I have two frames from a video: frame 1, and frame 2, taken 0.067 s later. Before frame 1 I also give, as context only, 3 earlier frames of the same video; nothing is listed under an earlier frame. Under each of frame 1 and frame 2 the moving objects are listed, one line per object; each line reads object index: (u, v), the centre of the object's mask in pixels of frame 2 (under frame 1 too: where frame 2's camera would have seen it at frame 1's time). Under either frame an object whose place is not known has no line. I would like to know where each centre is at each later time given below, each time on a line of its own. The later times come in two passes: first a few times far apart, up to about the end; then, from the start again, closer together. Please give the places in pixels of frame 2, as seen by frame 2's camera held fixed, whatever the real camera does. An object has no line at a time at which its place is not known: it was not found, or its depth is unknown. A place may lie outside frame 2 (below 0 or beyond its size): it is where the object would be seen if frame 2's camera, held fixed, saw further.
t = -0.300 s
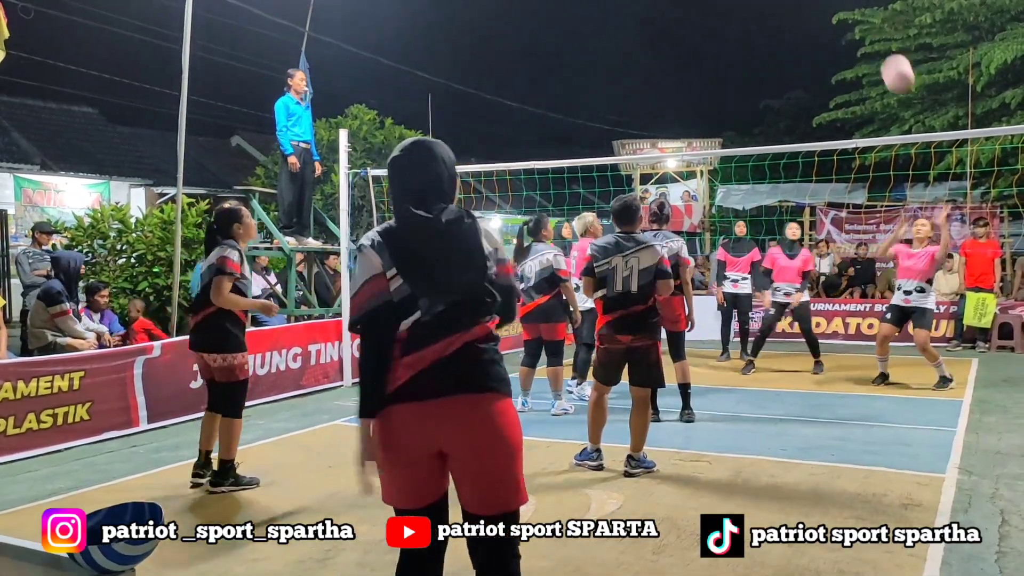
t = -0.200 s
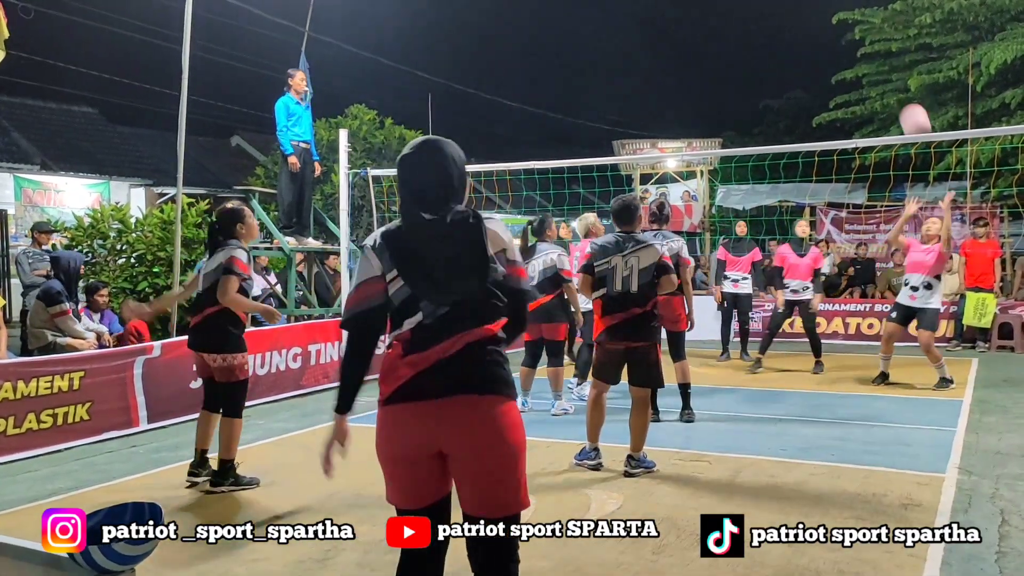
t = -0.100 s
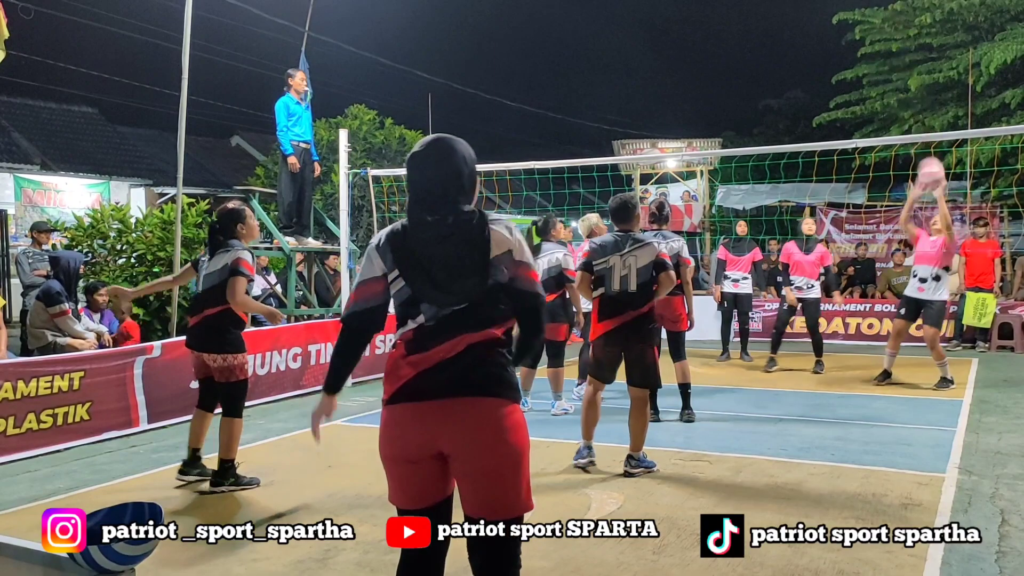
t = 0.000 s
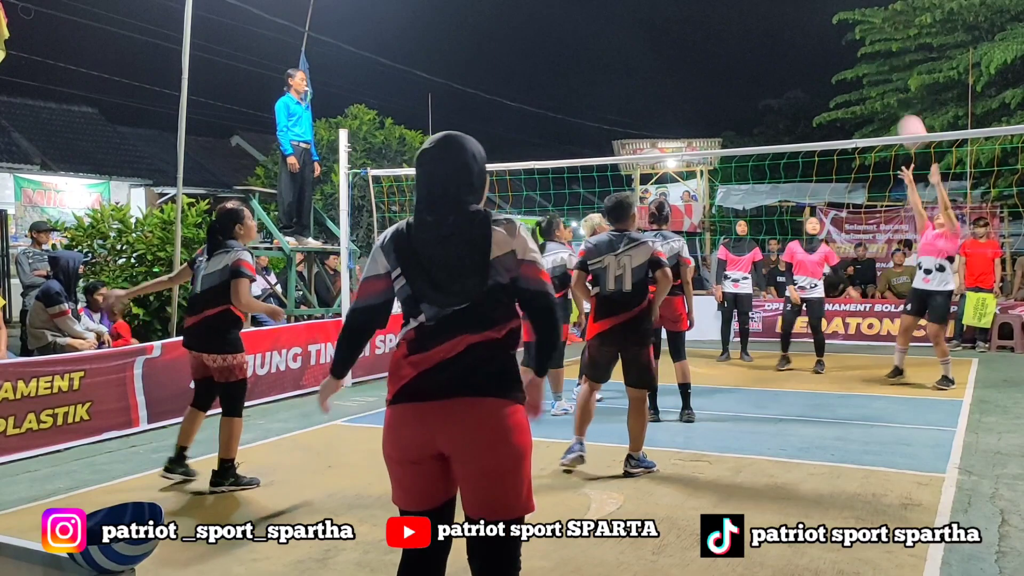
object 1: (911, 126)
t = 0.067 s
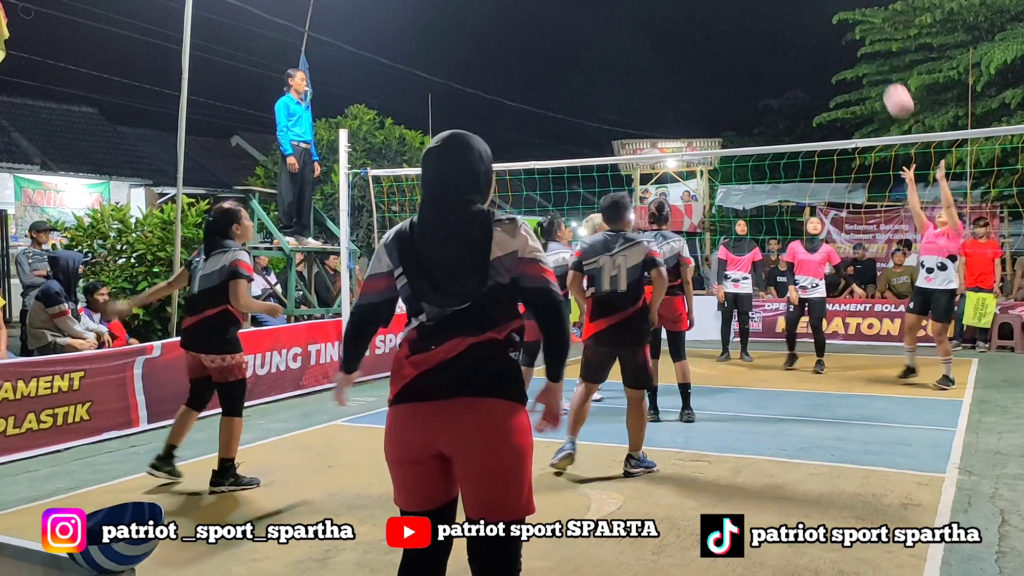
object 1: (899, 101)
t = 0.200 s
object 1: (869, 52)
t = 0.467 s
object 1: (810, 13)
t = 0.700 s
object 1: (760, 41)
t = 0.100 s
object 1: (891, 87)
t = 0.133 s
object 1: (884, 74)
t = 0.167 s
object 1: (876, 62)
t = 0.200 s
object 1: (869, 52)
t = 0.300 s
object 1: (846, 29)
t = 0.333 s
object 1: (839, 23)
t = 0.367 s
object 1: (832, 19)
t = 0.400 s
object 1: (824, 15)
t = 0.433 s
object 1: (817, 13)
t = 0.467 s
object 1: (810, 13)
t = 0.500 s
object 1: (803, 14)
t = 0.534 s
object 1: (796, 16)
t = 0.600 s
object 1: (782, 23)
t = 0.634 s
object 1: (774, 27)
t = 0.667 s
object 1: (767, 34)
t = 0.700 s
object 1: (760, 41)
